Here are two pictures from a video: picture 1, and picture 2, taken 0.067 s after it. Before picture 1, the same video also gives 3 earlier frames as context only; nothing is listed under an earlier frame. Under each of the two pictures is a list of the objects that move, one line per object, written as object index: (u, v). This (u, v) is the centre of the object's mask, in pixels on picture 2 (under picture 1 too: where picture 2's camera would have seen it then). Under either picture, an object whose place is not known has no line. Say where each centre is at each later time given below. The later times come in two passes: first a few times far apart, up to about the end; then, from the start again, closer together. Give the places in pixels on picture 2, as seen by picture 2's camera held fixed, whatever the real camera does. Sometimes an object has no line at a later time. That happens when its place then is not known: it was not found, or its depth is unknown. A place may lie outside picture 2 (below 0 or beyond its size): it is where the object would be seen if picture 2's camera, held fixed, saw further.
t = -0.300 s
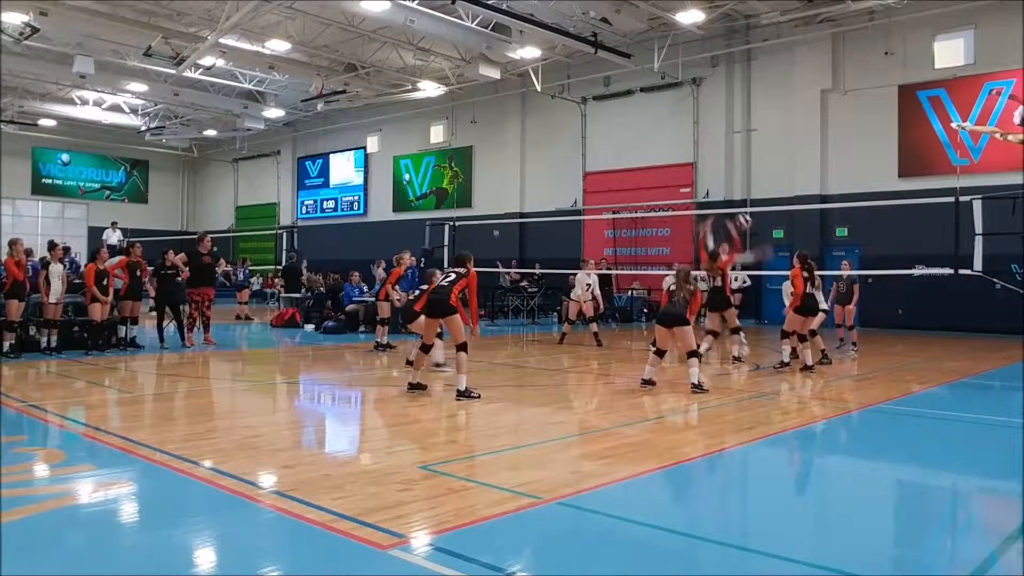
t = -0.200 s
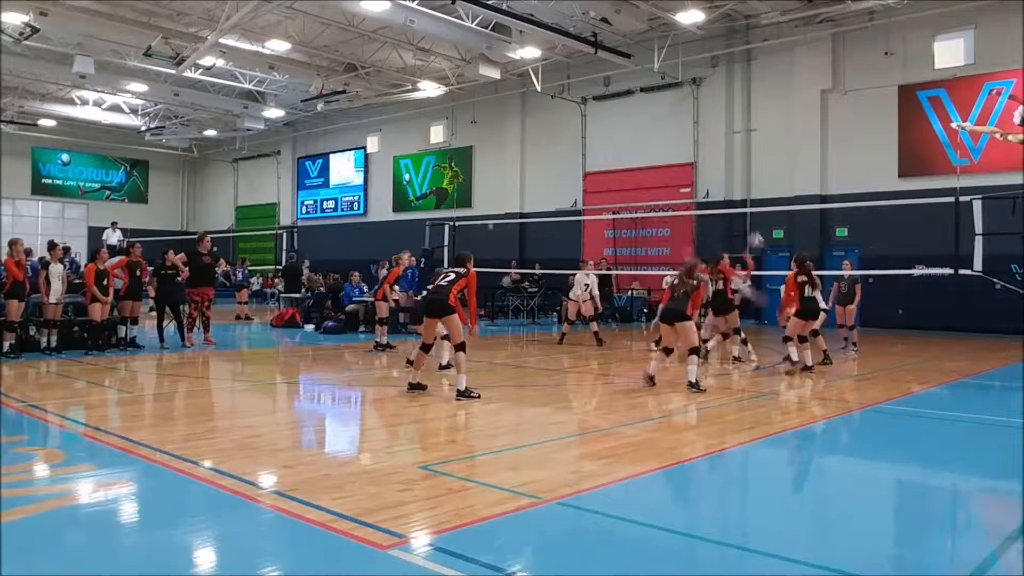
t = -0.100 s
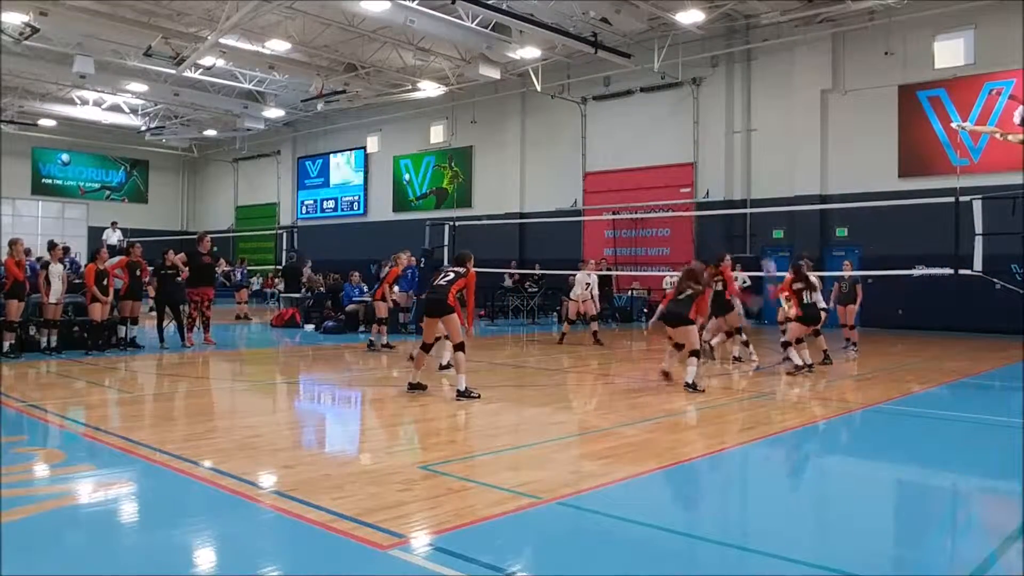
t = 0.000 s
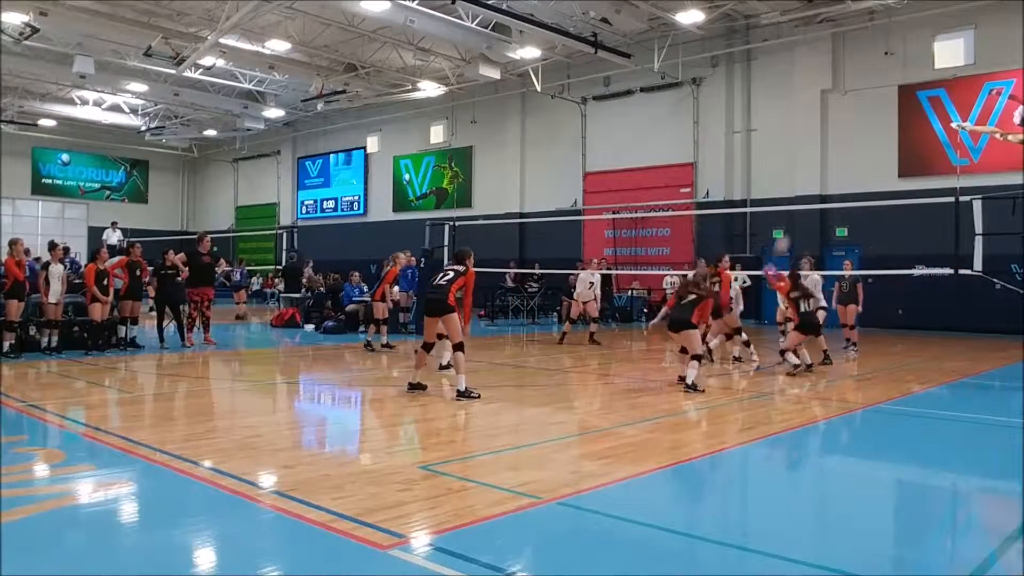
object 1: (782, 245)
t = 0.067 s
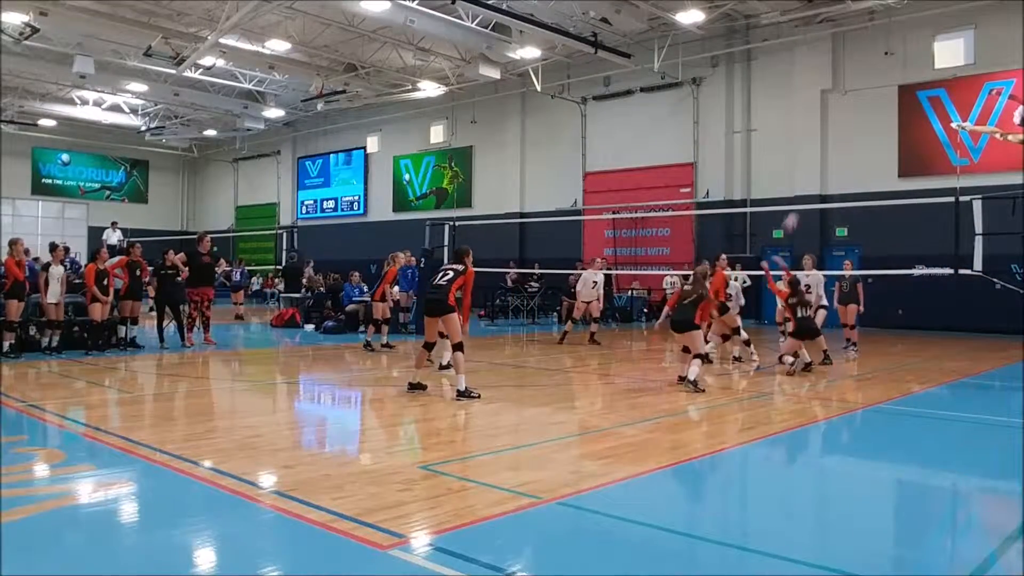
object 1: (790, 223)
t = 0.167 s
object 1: (801, 198)
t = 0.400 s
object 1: (823, 159)
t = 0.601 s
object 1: (842, 158)
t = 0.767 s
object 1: (856, 179)
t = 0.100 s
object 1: (795, 213)
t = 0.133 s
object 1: (799, 203)
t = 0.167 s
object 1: (801, 198)
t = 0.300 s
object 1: (814, 170)
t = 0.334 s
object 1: (819, 165)
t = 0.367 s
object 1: (821, 162)
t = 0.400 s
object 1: (823, 159)
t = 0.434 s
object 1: (827, 157)
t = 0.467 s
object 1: (830, 156)
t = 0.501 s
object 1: (833, 156)
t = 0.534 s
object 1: (837, 156)
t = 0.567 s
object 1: (839, 157)
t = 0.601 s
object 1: (842, 158)
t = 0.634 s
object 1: (845, 161)
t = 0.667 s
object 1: (847, 164)
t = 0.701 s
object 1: (850, 168)
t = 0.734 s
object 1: (853, 174)
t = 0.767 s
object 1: (856, 179)
